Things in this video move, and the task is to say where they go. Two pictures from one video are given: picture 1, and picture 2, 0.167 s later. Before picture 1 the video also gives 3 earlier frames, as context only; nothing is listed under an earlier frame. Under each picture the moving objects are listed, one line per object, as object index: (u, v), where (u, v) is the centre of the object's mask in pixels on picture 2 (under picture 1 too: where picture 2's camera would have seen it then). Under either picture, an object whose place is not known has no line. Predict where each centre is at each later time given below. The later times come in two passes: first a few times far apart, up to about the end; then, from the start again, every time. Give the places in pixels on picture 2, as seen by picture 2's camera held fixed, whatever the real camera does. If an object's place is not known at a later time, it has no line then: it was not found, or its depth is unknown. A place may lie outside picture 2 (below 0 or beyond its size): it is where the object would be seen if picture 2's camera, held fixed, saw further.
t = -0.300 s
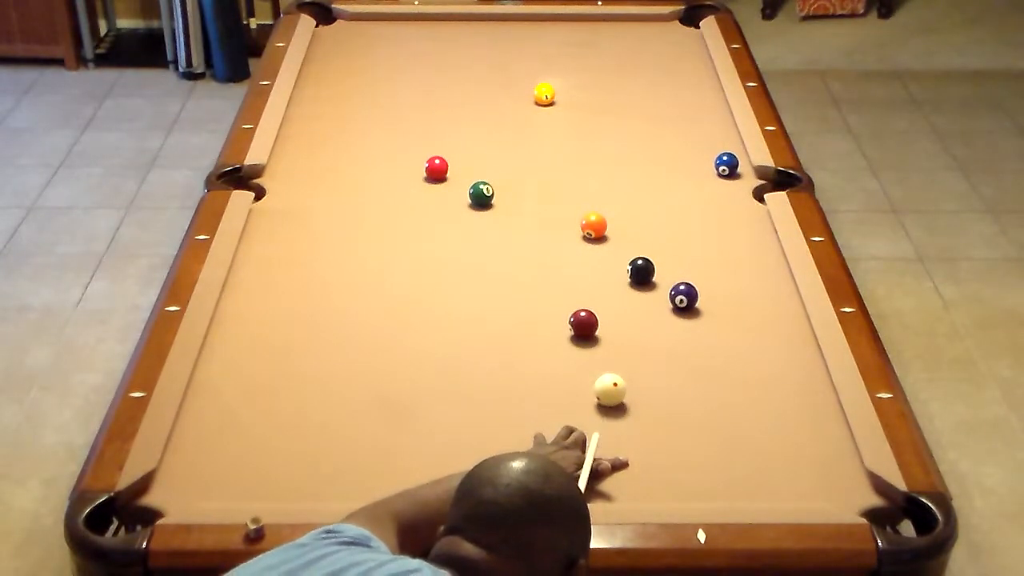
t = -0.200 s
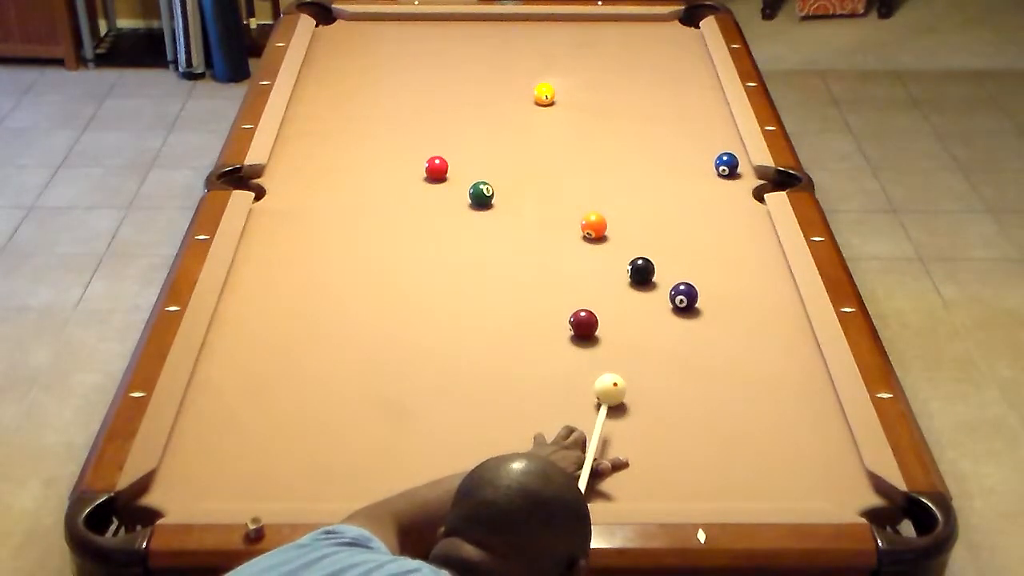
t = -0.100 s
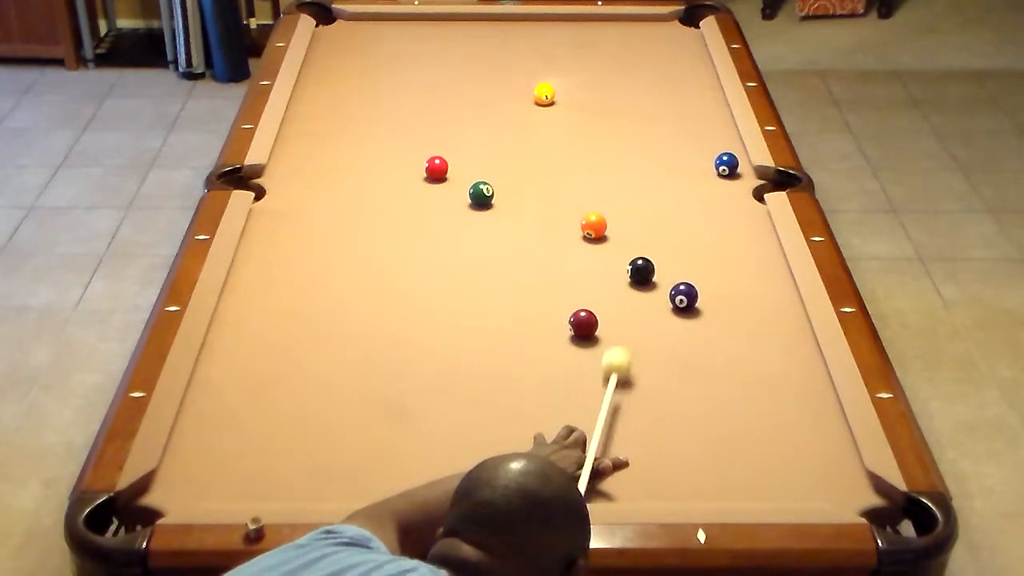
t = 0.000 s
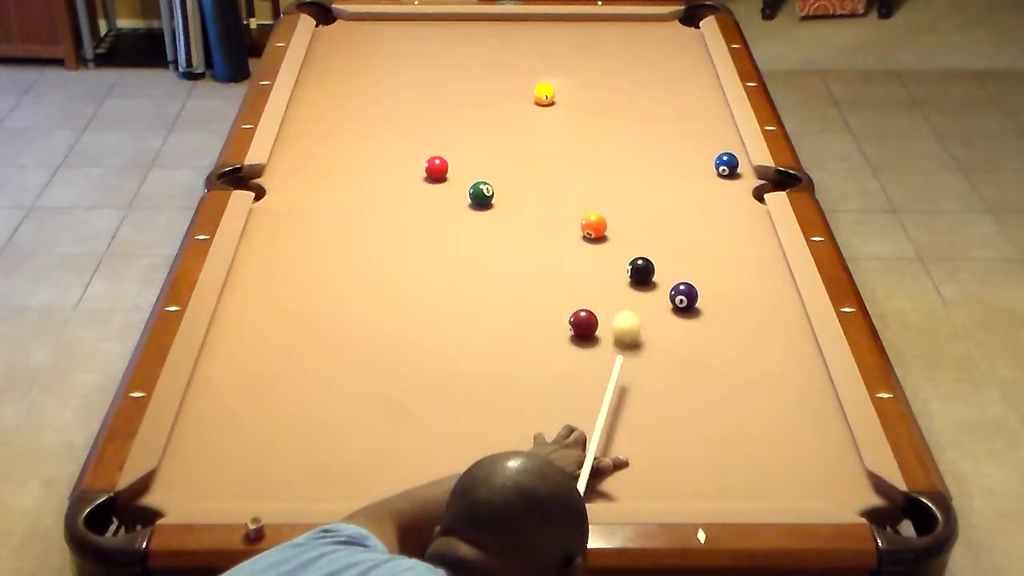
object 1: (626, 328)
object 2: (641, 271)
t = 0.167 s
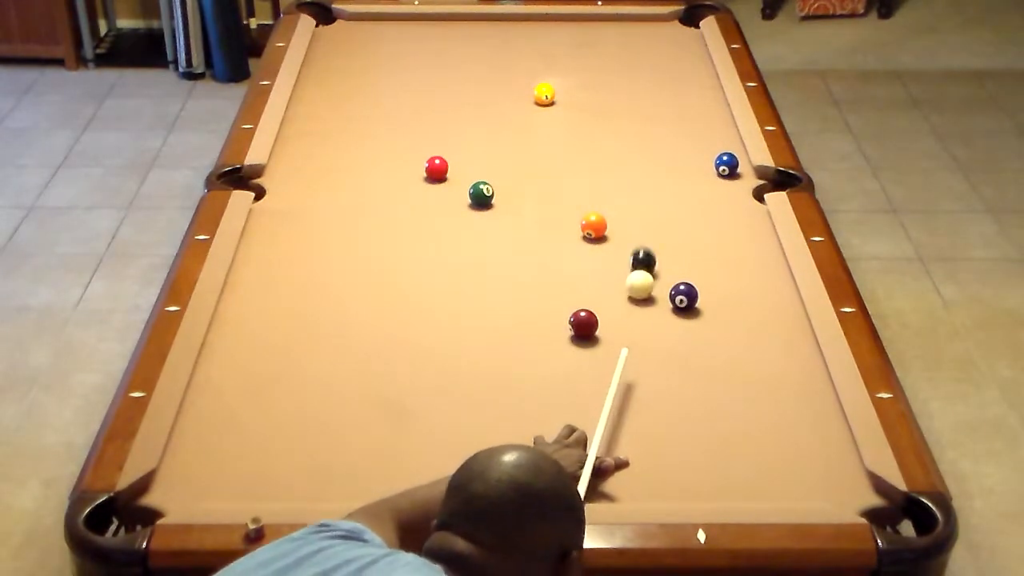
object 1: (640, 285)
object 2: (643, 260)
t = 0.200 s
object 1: (641, 284)
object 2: (644, 254)
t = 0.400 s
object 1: (649, 272)
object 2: (650, 217)
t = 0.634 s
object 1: (657, 258)
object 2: (655, 181)
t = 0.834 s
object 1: (664, 247)
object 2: (659, 155)
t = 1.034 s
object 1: (669, 237)
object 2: (664, 131)
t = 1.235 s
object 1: (674, 229)
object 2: (667, 109)
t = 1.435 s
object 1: (678, 221)
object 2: (669, 89)
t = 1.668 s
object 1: (683, 214)
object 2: (672, 68)
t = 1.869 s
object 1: (686, 208)
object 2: (675, 52)
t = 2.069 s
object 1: (689, 202)
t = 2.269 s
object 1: (692, 199)
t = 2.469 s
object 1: (694, 195)
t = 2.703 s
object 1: (696, 193)
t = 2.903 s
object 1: (698, 191)
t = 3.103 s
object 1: (698, 190)
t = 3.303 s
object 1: (698, 189)
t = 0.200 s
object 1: (641, 284)
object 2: (644, 254)
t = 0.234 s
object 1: (642, 283)
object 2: (645, 246)
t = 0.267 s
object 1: (643, 281)
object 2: (646, 239)
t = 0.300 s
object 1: (644, 279)
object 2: (647, 234)
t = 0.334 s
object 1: (646, 276)
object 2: (648, 228)
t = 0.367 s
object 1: (647, 274)
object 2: (649, 222)
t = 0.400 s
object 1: (649, 272)
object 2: (650, 217)
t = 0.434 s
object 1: (650, 270)
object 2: (651, 211)
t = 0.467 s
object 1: (651, 268)
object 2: (652, 206)
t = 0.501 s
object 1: (652, 266)
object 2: (653, 201)
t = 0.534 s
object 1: (654, 264)
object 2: (653, 196)
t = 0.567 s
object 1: (655, 262)
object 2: (654, 191)
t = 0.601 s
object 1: (656, 260)
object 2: (654, 186)
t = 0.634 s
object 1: (657, 258)
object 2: (655, 181)
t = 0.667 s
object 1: (658, 256)
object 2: (656, 177)
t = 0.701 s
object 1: (659, 254)
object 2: (657, 173)
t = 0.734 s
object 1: (661, 252)
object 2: (658, 168)
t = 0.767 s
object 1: (662, 250)
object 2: (658, 163)
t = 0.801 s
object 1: (663, 249)
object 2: (659, 159)
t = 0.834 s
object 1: (664, 247)
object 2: (659, 155)
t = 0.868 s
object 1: (665, 245)
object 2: (660, 150)
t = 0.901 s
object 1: (665, 244)
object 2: (661, 146)
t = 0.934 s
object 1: (666, 242)
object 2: (662, 142)
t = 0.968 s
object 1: (667, 240)
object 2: (663, 138)
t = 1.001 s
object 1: (668, 239)
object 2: (663, 134)
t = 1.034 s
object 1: (669, 237)
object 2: (664, 131)
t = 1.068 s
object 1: (670, 236)
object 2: (664, 127)
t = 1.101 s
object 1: (671, 234)
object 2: (664, 123)
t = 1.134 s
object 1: (672, 233)
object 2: (665, 119)
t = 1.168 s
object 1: (673, 232)
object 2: (665, 116)
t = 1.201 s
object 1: (673, 230)
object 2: (666, 112)
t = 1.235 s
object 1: (674, 229)
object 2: (667, 109)
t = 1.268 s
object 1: (675, 227)
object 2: (667, 105)
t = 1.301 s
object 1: (676, 226)
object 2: (668, 102)
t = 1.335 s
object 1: (676, 225)
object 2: (668, 99)
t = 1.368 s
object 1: (677, 223)
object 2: (669, 95)
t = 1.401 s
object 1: (678, 222)
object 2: (669, 92)
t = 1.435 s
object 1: (678, 221)
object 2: (669, 89)
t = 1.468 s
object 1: (679, 220)
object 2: (670, 86)
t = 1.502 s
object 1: (680, 219)
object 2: (671, 83)
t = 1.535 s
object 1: (681, 218)
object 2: (671, 80)
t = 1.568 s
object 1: (681, 216)
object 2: (671, 77)
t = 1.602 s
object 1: (682, 216)
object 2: (672, 74)
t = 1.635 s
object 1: (682, 214)
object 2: (672, 71)
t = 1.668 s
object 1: (683, 214)
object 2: (672, 68)
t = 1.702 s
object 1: (684, 212)
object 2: (673, 66)
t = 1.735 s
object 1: (684, 211)
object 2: (673, 63)
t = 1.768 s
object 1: (685, 211)
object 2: (674, 60)
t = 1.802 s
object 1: (685, 210)
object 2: (675, 57)
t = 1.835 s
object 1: (686, 209)
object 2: (675, 55)
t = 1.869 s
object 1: (686, 208)
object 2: (675, 52)
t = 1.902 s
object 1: (687, 207)
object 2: (676, 50)
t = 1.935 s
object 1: (688, 206)
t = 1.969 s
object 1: (689, 205)
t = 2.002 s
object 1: (689, 204)
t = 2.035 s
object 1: (689, 203)
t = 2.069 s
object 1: (689, 202)
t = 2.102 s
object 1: (690, 202)
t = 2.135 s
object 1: (690, 201)
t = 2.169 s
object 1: (691, 201)
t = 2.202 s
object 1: (691, 200)
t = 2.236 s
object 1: (691, 199)
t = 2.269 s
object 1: (692, 199)
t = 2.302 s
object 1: (692, 198)
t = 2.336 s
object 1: (693, 198)
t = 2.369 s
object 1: (693, 197)
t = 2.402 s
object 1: (693, 196)
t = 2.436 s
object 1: (694, 196)
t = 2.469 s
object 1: (694, 195)
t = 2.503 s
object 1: (695, 195)
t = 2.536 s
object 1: (695, 194)
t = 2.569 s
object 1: (695, 194)
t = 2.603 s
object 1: (696, 193)
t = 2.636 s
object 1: (696, 193)
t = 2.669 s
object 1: (696, 193)
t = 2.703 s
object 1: (696, 193)
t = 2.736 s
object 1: (697, 192)
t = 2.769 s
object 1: (697, 192)
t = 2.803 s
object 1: (697, 192)
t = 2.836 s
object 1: (697, 191)
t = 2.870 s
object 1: (698, 191)
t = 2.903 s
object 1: (698, 191)
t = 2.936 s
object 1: (698, 191)
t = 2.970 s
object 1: (698, 190)
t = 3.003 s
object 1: (698, 190)
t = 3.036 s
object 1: (698, 190)
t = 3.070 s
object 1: (698, 190)
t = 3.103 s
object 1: (698, 190)
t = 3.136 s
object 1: (698, 190)
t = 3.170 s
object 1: (698, 189)
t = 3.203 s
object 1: (698, 189)
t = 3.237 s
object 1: (698, 189)
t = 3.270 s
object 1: (698, 190)
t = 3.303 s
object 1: (698, 189)
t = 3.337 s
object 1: (698, 190)
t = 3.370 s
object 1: (698, 189)
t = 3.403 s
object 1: (698, 190)
